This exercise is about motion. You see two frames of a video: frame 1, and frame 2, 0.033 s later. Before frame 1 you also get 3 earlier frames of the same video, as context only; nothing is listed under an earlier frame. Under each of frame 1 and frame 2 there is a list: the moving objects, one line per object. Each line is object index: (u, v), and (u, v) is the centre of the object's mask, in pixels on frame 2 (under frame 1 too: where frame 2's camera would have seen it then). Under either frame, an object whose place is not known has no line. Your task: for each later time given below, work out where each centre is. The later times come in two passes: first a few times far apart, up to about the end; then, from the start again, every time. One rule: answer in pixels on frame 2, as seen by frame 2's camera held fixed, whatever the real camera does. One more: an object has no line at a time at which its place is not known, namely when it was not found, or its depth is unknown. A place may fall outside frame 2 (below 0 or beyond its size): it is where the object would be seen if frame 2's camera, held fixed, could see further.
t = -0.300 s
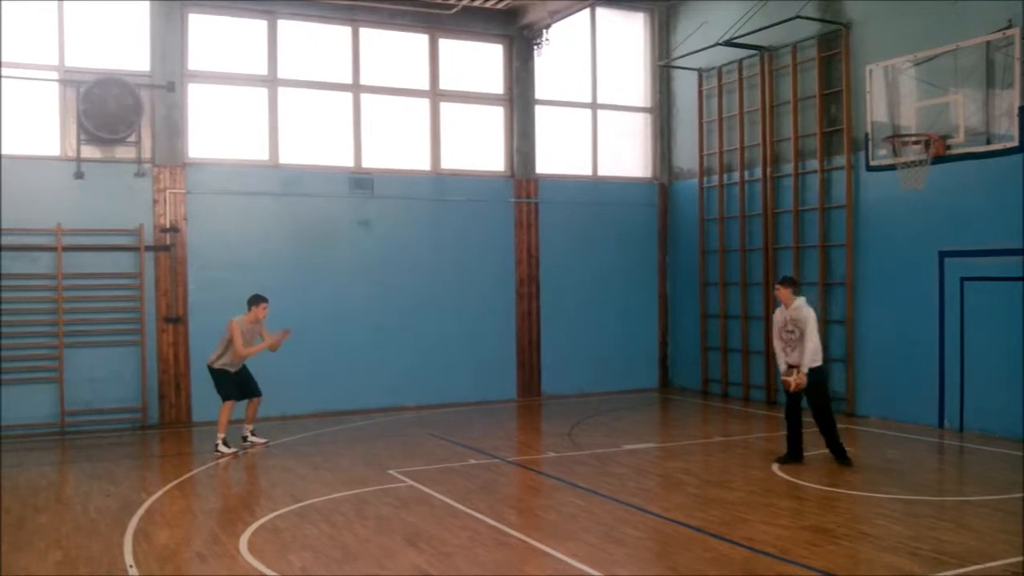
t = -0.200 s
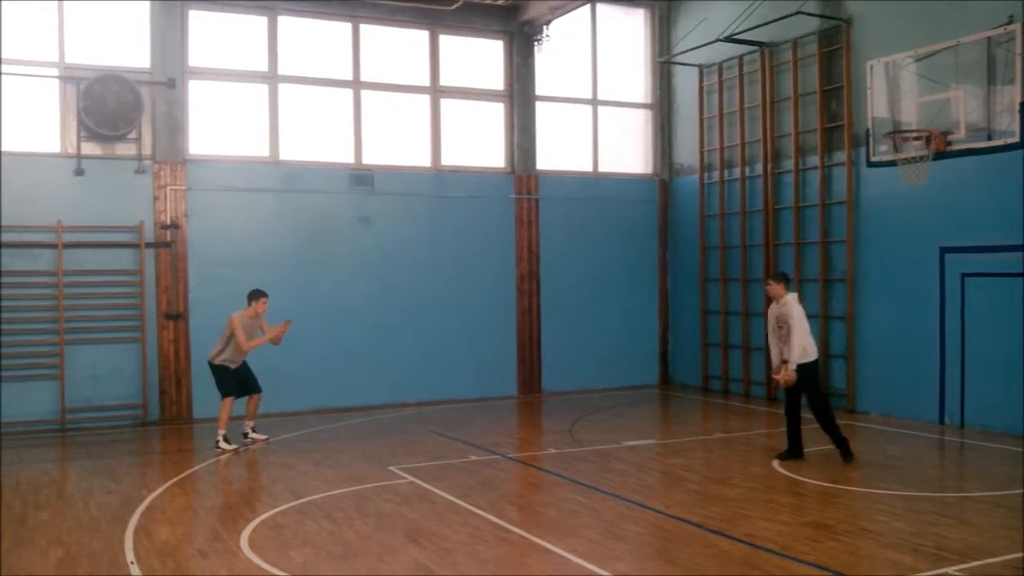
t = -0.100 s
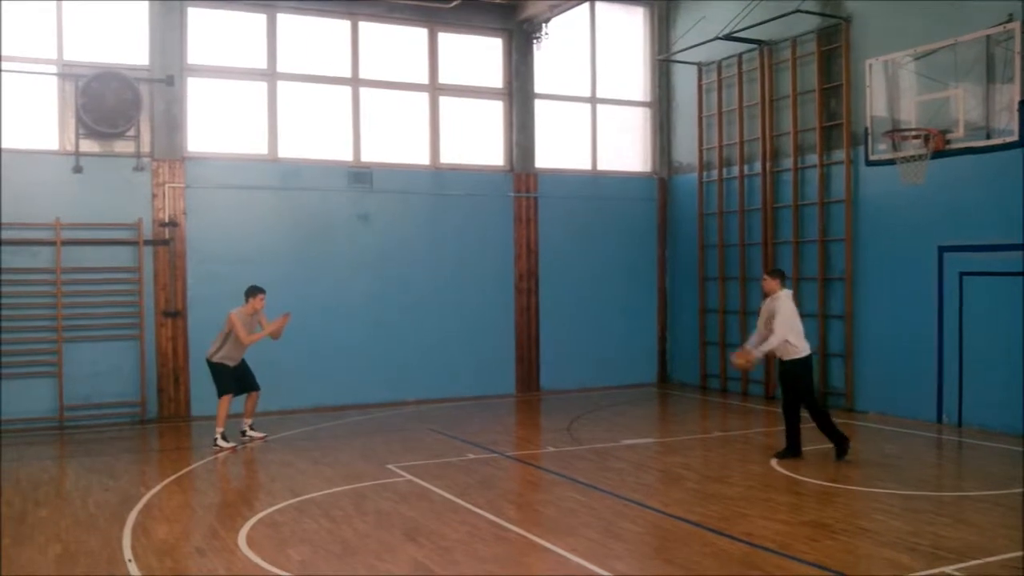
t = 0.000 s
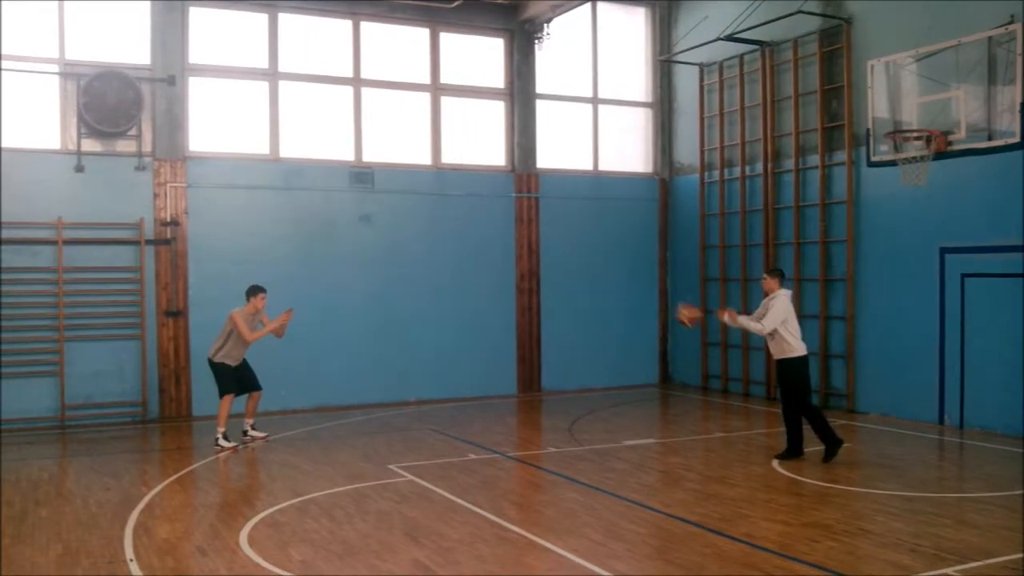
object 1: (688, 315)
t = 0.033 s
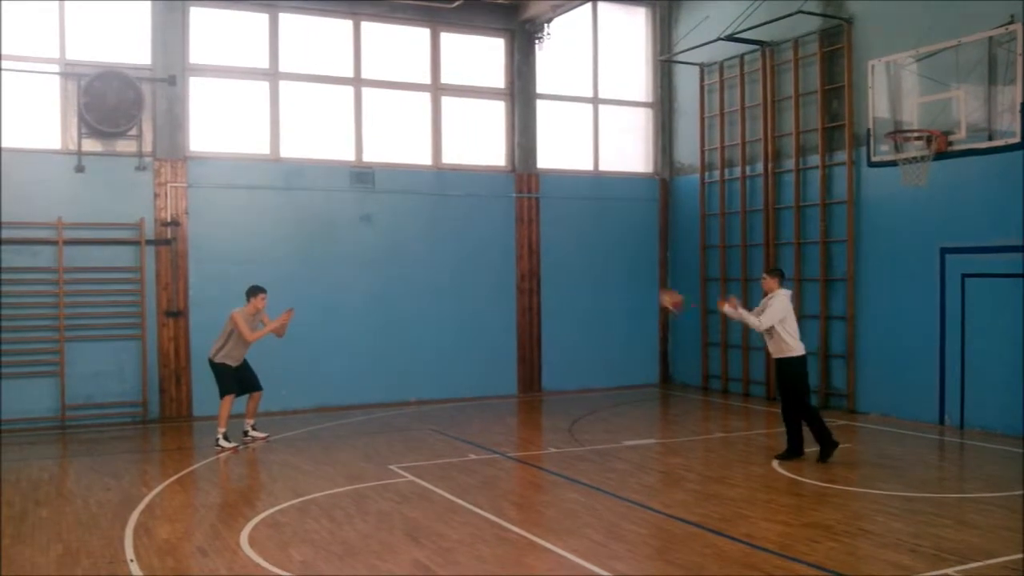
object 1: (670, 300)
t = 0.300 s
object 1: (530, 227)
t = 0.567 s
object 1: (403, 221)
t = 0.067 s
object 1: (653, 288)
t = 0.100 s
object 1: (635, 276)
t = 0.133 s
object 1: (617, 265)
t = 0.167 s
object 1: (599, 255)
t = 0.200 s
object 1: (582, 248)
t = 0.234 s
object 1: (566, 239)
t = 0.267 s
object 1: (548, 233)
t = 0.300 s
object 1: (530, 227)
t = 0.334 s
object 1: (514, 224)
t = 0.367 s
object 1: (498, 220)
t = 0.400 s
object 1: (481, 217)
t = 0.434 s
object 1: (465, 215)
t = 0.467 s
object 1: (450, 215)
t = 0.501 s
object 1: (435, 217)
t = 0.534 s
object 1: (418, 218)
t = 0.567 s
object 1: (403, 221)
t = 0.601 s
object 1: (387, 224)
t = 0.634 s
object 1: (371, 229)
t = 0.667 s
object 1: (356, 235)
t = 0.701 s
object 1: (342, 241)
